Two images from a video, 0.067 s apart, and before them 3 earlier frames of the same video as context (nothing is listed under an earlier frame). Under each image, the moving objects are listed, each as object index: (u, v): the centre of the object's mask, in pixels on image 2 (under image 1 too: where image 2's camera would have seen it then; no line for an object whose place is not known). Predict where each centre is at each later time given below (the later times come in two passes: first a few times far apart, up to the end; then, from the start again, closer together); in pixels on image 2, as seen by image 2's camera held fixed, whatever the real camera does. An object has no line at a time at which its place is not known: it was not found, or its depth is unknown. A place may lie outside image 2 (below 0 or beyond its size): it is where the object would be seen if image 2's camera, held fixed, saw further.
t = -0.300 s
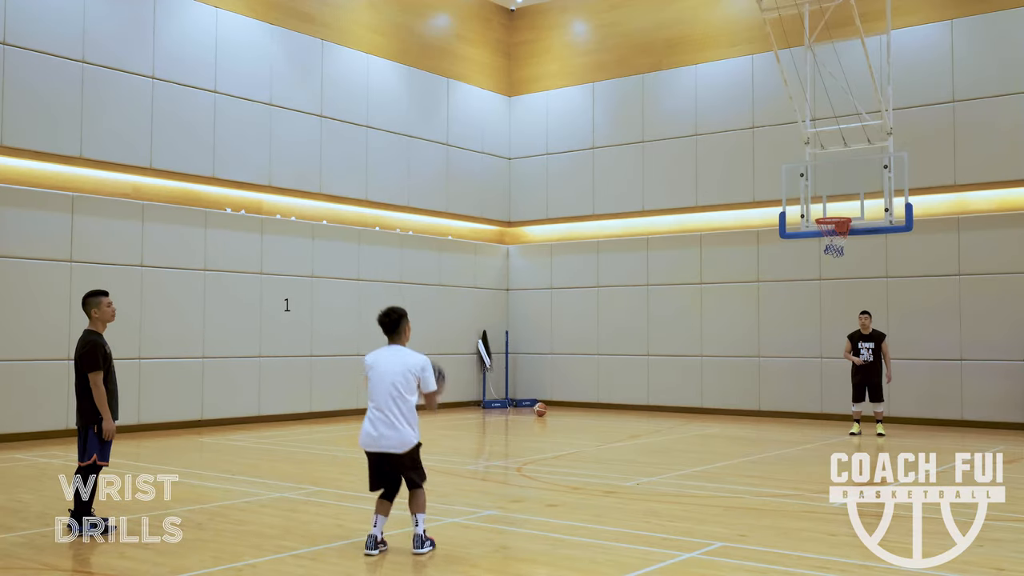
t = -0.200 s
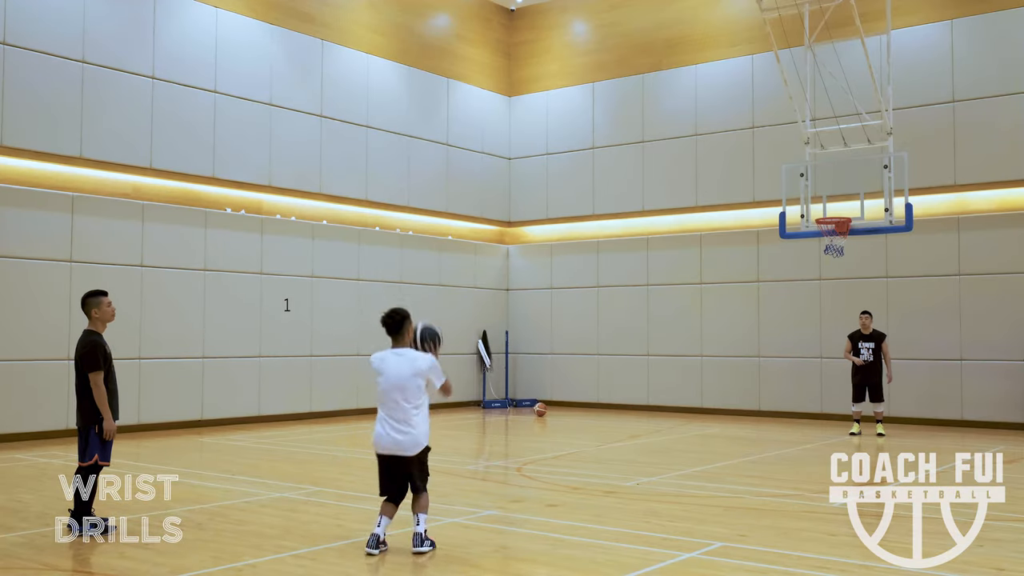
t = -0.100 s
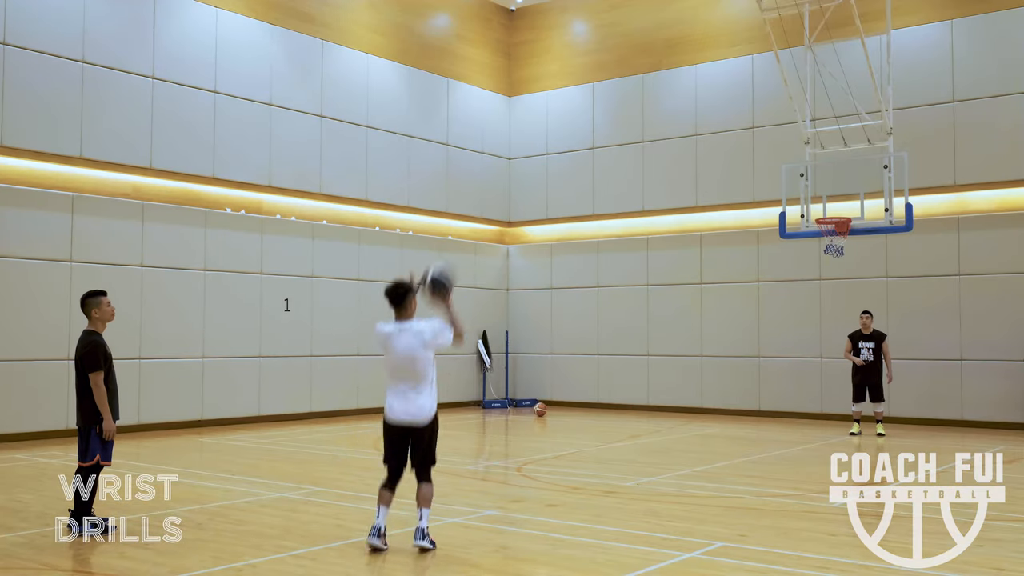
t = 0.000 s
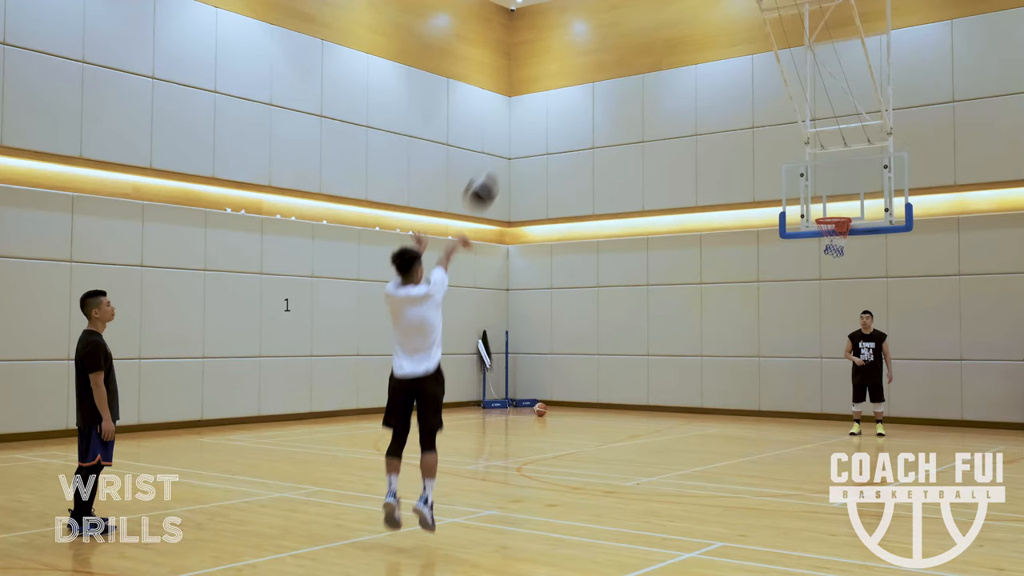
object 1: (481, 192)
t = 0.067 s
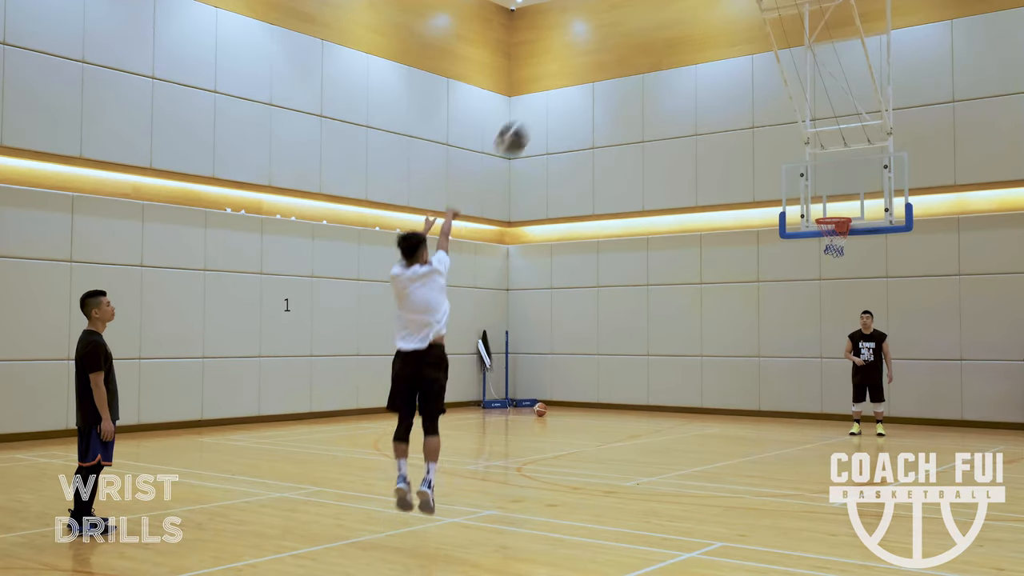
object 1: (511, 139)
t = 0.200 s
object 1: (566, 61)
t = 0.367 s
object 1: (622, 10)
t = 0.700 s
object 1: (710, 5)
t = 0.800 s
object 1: (731, 17)
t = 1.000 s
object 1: (769, 72)
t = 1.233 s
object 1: (807, 164)
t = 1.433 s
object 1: (835, 263)
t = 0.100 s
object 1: (526, 116)
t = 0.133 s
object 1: (540, 96)
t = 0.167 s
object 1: (554, 78)
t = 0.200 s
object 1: (566, 61)
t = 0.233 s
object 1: (578, 48)
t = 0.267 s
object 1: (590, 36)
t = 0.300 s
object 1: (601, 26)
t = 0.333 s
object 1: (612, 17)
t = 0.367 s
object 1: (622, 10)
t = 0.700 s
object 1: (710, 5)
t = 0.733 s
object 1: (717, 8)
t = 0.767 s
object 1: (724, 11)
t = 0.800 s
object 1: (731, 17)
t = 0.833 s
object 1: (738, 24)
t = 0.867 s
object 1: (745, 32)
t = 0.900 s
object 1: (751, 41)
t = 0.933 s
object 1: (757, 51)
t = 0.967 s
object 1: (763, 61)
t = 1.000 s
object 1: (769, 72)
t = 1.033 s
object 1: (775, 83)
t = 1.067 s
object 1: (780, 95)
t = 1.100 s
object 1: (786, 108)
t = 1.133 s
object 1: (791, 120)
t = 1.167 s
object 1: (797, 134)
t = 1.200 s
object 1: (801, 148)
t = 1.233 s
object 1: (807, 164)
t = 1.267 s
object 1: (812, 178)
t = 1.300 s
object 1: (816, 194)
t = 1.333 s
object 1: (822, 211)
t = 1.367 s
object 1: (827, 227)
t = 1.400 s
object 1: (830, 245)
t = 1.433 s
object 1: (835, 263)
